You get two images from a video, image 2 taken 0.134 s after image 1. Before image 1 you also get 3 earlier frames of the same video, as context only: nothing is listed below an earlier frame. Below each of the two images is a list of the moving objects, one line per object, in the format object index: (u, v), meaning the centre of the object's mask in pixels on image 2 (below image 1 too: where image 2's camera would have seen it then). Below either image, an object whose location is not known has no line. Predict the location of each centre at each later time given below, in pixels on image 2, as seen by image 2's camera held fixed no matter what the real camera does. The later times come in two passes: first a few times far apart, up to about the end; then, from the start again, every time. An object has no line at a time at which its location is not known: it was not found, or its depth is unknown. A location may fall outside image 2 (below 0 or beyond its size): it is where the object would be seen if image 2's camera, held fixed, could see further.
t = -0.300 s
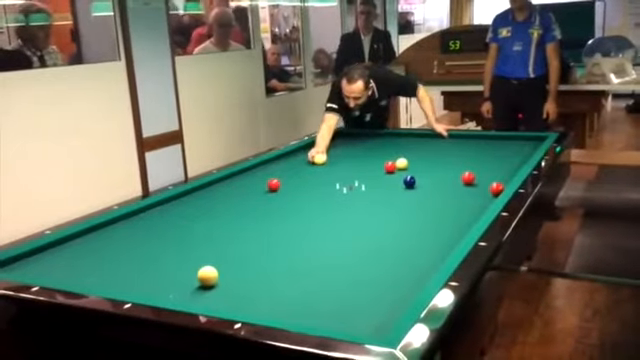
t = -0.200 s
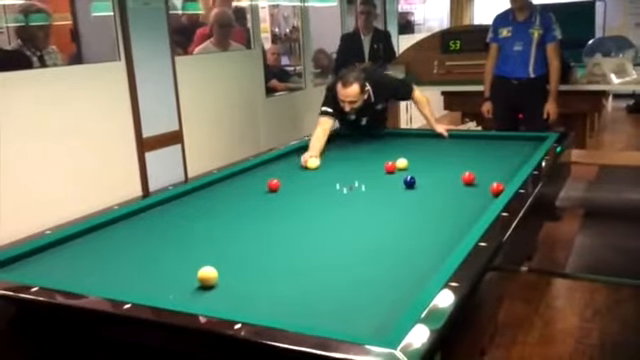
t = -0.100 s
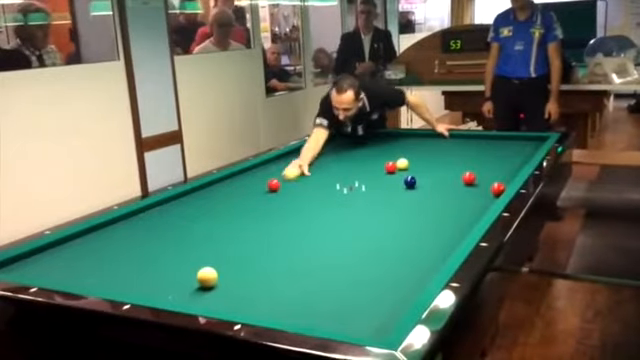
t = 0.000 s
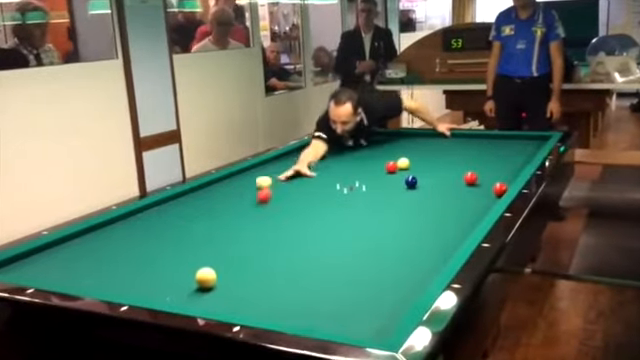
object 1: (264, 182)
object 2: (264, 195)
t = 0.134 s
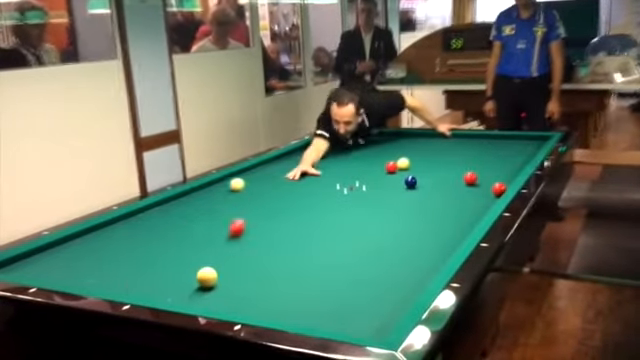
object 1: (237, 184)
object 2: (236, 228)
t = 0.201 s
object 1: (225, 185)
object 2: (220, 247)
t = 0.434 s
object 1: (205, 190)
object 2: (121, 286)
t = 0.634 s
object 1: (209, 195)
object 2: (143, 259)
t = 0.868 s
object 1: (211, 201)
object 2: (157, 237)
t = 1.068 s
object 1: (213, 206)
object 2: (166, 223)
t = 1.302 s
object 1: (216, 213)
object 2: (174, 208)
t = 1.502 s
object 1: (218, 219)
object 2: (180, 198)
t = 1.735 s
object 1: (221, 227)
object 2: (205, 189)
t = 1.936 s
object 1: (223, 234)
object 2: (229, 182)
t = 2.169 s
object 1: (227, 242)
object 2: (255, 175)
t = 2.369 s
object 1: (230, 249)
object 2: (276, 170)
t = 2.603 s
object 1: (233, 259)
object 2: (298, 165)
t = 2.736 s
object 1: (235, 264)
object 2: (311, 160)
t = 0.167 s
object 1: (231, 185)
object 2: (229, 236)
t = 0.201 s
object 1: (225, 185)
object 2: (220, 247)
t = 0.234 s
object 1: (219, 185)
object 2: (211, 257)
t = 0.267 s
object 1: (212, 185)
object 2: (196, 268)
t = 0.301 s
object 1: (206, 186)
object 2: (179, 276)
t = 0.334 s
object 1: (201, 187)
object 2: (160, 280)
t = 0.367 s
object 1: (202, 188)
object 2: (142, 285)
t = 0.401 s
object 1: (203, 189)
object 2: (124, 288)
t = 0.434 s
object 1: (205, 190)
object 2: (121, 286)
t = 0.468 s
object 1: (206, 191)
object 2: (126, 281)
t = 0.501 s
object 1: (207, 192)
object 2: (129, 276)
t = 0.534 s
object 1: (208, 192)
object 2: (133, 271)
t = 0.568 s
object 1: (208, 193)
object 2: (137, 267)
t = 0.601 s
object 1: (208, 194)
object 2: (140, 263)
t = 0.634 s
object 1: (209, 195)
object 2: (143, 259)
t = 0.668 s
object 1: (209, 196)
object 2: (145, 255)
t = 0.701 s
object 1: (210, 197)
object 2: (148, 251)
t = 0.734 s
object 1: (210, 198)
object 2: (150, 248)
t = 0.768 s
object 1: (210, 198)
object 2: (152, 245)
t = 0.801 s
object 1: (211, 199)
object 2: (153, 242)
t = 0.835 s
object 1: (211, 200)
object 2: (155, 240)
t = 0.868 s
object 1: (211, 201)
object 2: (157, 237)
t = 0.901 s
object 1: (211, 202)
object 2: (158, 234)
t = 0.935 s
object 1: (212, 203)
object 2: (160, 232)
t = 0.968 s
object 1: (212, 204)
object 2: (161, 230)
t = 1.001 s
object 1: (213, 204)
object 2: (163, 227)
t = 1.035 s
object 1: (213, 205)
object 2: (164, 225)
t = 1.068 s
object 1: (213, 206)
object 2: (166, 223)
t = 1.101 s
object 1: (213, 207)
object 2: (167, 220)
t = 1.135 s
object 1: (214, 208)
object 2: (168, 219)
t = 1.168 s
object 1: (214, 209)
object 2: (169, 216)
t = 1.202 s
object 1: (215, 210)
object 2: (171, 214)
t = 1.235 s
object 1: (215, 211)
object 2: (172, 212)
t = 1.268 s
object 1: (215, 212)
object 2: (173, 211)
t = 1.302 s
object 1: (216, 213)
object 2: (174, 208)
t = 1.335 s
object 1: (216, 214)
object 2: (175, 206)
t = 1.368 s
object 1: (217, 215)
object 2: (176, 204)
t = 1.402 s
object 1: (217, 216)
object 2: (177, 203)
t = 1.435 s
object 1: (217, 217)
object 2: (178, 201)
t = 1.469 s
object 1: (218, 218)
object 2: (179, 199)
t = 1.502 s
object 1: (218, 219)
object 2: (180, 198)
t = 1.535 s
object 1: (218, 220)
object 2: (181, 196)
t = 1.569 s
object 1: (219, 221)
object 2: (182, 195)
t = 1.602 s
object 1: (219, 222)
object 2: (186, 194)
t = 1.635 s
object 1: (219, 223)
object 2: (191, 192)
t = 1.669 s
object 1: (220, 225)
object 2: (196, 191)
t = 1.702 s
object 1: (220, 226)
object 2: (201, 190)
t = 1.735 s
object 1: (221, 227)
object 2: (205, 189)
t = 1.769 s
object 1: (221, 228)
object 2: (209, 188)
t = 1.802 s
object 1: (222, 229)
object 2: (212, 187)
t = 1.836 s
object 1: (222, 230)
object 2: (217, 185)
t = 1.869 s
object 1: (223, 231)
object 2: (221, 184)
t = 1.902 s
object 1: (223, 233)
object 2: (225, 183)
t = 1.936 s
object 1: (223, 234)
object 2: (229, 182)
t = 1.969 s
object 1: (224, 235)
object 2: (233, 181)
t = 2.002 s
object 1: (224, 236)
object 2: (236, 180)
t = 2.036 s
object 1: (225, 237)
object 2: (240, 179)
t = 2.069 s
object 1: (225, 238)
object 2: (243, 179)
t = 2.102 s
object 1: (226, 240)
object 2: (247, 178)
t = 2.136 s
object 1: (226, 241)
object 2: (252, 176)
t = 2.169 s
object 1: (227, 242)
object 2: (255, 175)
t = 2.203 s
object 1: (227, 243)
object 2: (258, 175)
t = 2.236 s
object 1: (228, 244)
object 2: (261, 174)
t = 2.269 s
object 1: (228, 245)
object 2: (265, 173)
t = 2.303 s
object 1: (229, 247)
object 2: (269, 172)
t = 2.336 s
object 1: (229, 248)
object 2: (272, 171)
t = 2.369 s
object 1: (230, 249)
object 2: (276, 170)
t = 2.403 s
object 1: (230, 251)
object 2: (278, 170)
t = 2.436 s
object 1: (231, 252)
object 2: (280, 168)
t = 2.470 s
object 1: (231, 253)
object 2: (282, 166)
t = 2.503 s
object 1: (231, 255)
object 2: (288, 163)
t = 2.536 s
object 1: (232, 256)
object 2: (293, 165)
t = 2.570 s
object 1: (233, 257)
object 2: (295, 165)
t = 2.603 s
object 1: (233, 259)
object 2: (298, 165)
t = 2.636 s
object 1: (234, 260)
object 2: (301, 164)
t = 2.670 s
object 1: (234, 262)
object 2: (304, 163)
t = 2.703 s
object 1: (235, 263)
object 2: (307, 161)
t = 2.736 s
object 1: (235, 264)
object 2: (311, 160)
